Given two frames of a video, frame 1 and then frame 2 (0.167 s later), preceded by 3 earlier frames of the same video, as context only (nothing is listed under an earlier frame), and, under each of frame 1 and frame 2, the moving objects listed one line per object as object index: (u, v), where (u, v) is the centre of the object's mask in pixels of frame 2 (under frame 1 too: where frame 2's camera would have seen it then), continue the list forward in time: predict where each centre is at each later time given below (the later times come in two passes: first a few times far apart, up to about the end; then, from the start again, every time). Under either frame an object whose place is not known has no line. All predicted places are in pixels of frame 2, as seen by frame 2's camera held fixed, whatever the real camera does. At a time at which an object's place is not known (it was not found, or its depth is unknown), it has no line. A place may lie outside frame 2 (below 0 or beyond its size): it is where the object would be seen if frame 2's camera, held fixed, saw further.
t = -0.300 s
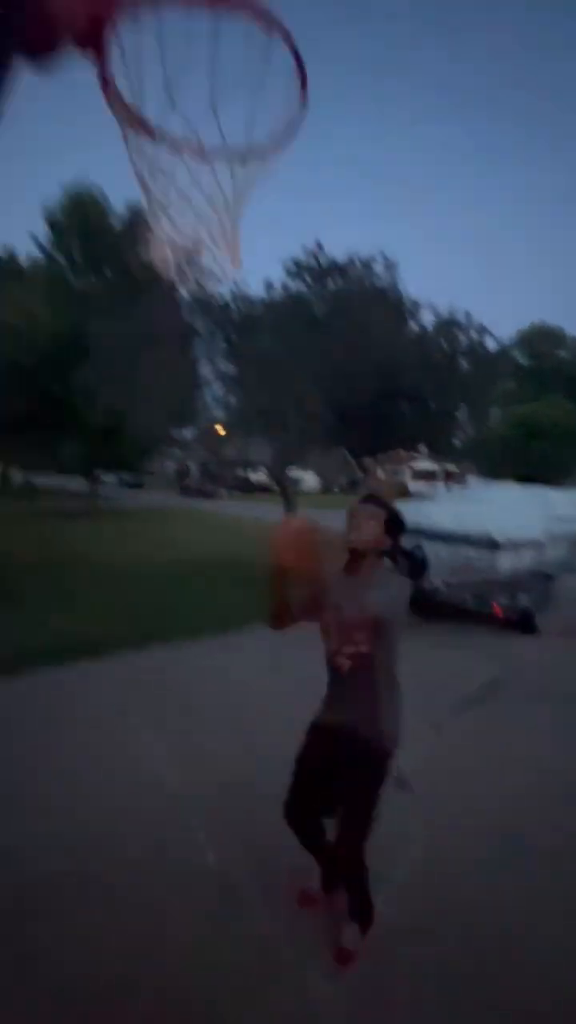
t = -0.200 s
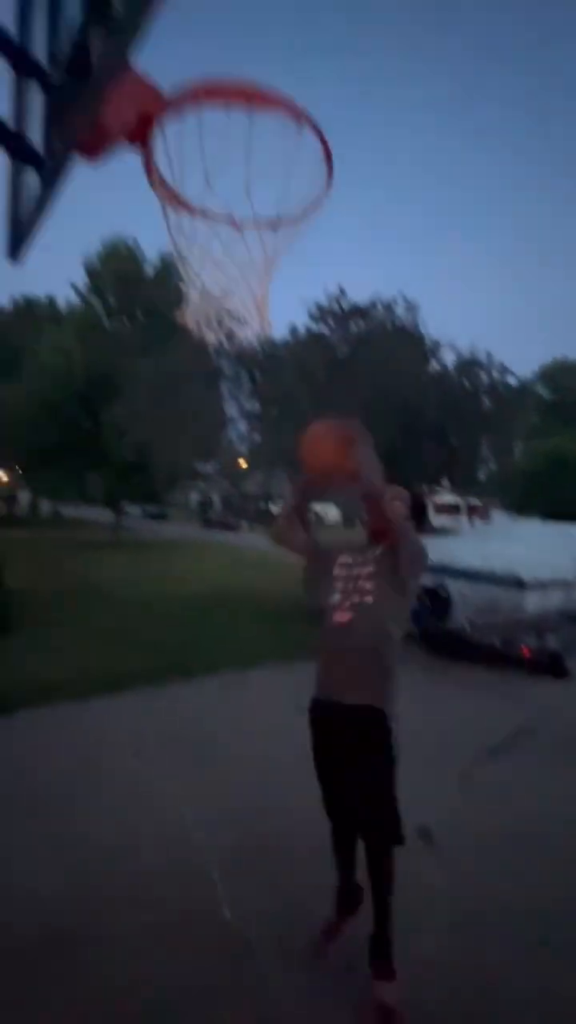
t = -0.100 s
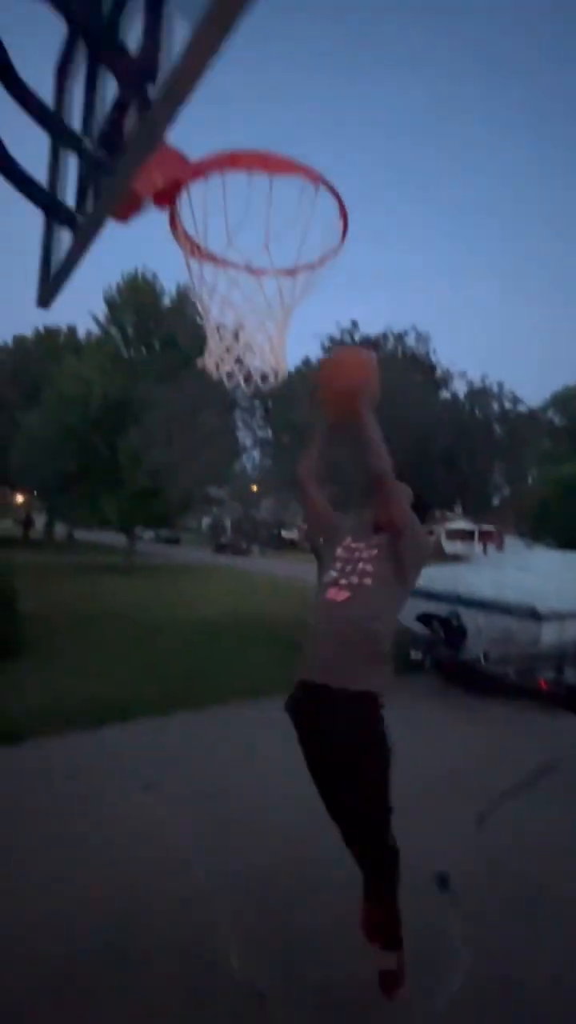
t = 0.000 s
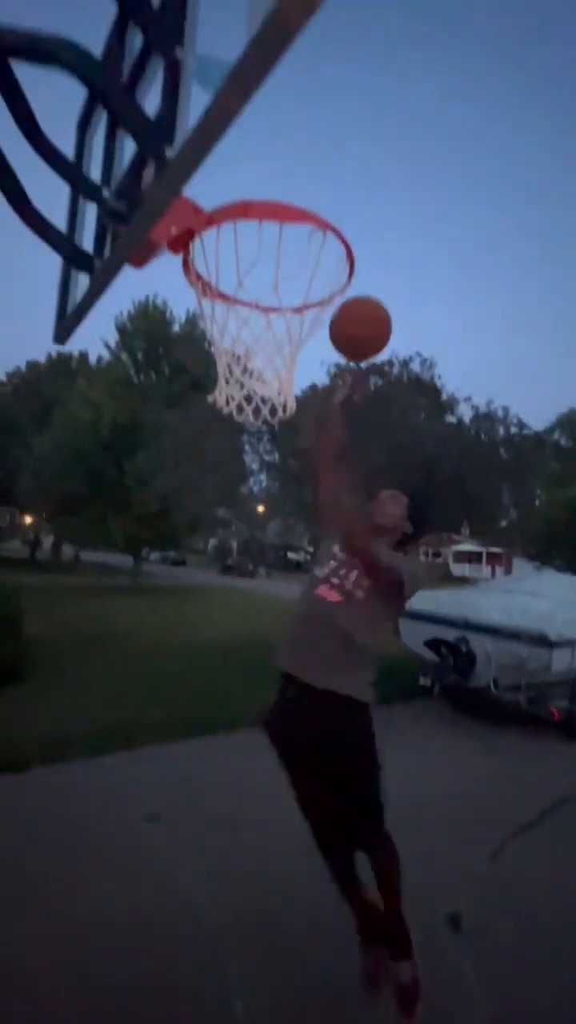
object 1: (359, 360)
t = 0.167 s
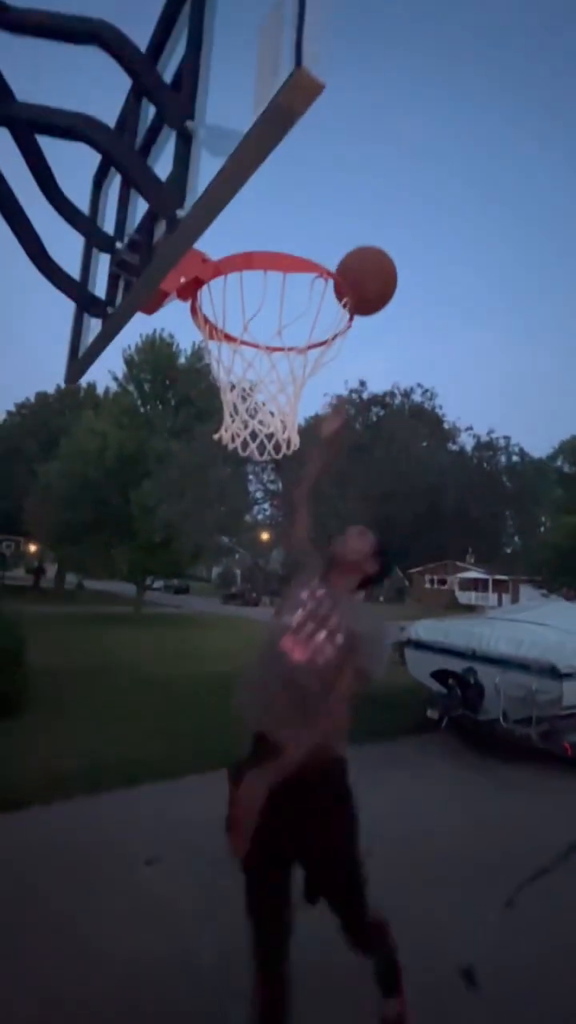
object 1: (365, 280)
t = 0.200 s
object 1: (366, 271)
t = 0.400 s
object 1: (363, 271)
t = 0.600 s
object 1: (387, 313)
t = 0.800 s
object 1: (436, 412)
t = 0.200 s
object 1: (366, 271)
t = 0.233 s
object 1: (366, 264)
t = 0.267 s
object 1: (366, 261)
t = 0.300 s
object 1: (365, 260)
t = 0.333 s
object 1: (365, 261)
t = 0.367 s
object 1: (365, 265)
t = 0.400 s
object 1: (363, 271)
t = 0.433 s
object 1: (362, 280)
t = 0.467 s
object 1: (361, 292)
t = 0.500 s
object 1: (361, 304)
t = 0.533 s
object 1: (370, 304)
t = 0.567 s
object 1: (379, 308)
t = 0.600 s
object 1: (387, 313)
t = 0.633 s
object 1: (396, 322)
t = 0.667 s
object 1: (405, 333)
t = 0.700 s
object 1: (413, 348)
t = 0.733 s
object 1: (421, 366)
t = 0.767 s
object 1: (429, 388)
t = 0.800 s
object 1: (436, 412)
